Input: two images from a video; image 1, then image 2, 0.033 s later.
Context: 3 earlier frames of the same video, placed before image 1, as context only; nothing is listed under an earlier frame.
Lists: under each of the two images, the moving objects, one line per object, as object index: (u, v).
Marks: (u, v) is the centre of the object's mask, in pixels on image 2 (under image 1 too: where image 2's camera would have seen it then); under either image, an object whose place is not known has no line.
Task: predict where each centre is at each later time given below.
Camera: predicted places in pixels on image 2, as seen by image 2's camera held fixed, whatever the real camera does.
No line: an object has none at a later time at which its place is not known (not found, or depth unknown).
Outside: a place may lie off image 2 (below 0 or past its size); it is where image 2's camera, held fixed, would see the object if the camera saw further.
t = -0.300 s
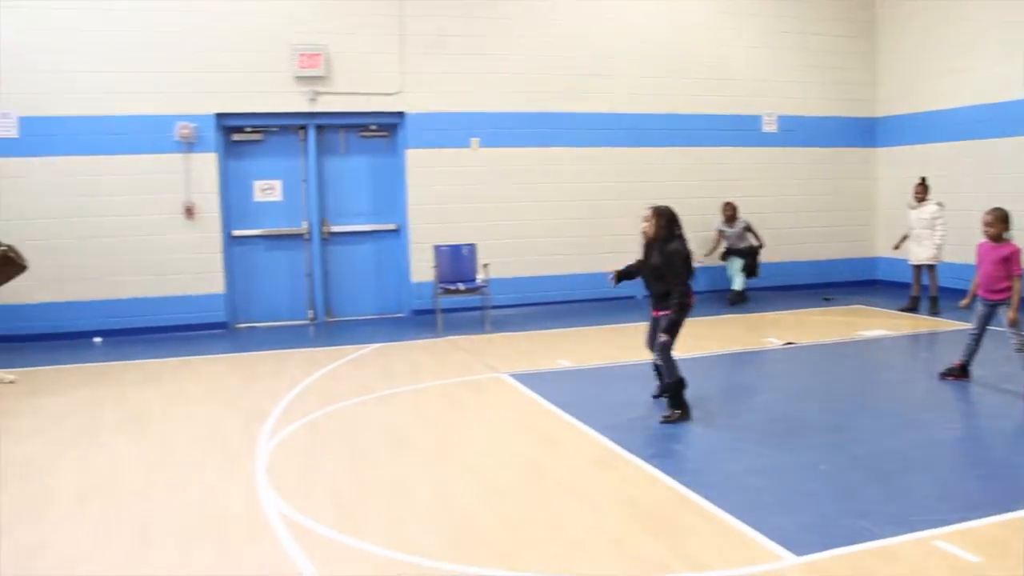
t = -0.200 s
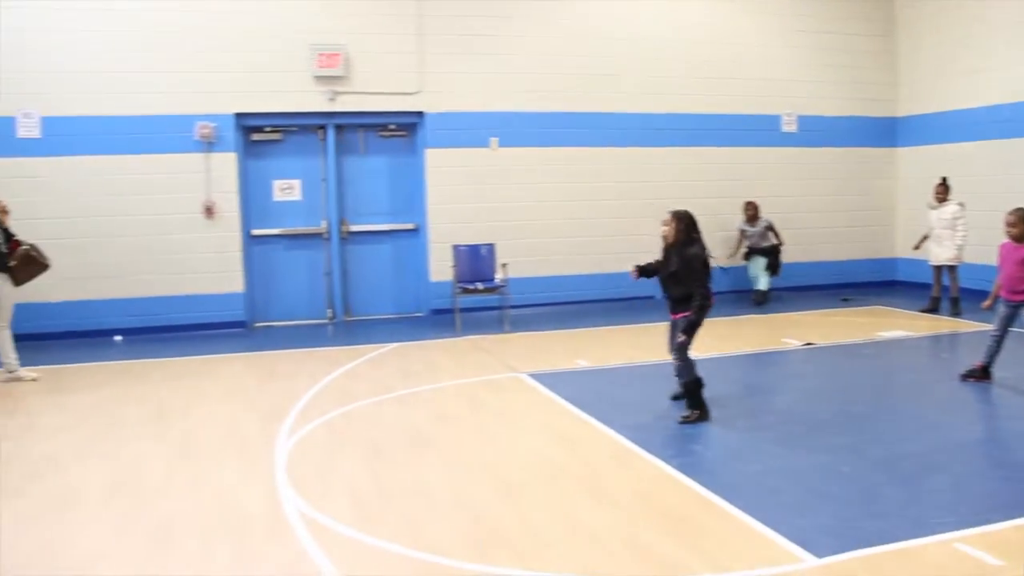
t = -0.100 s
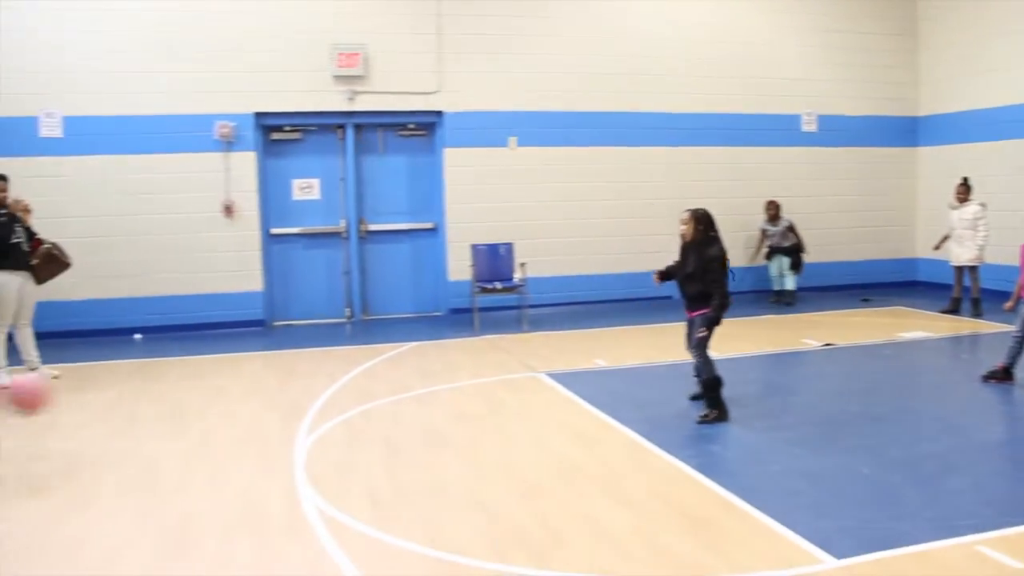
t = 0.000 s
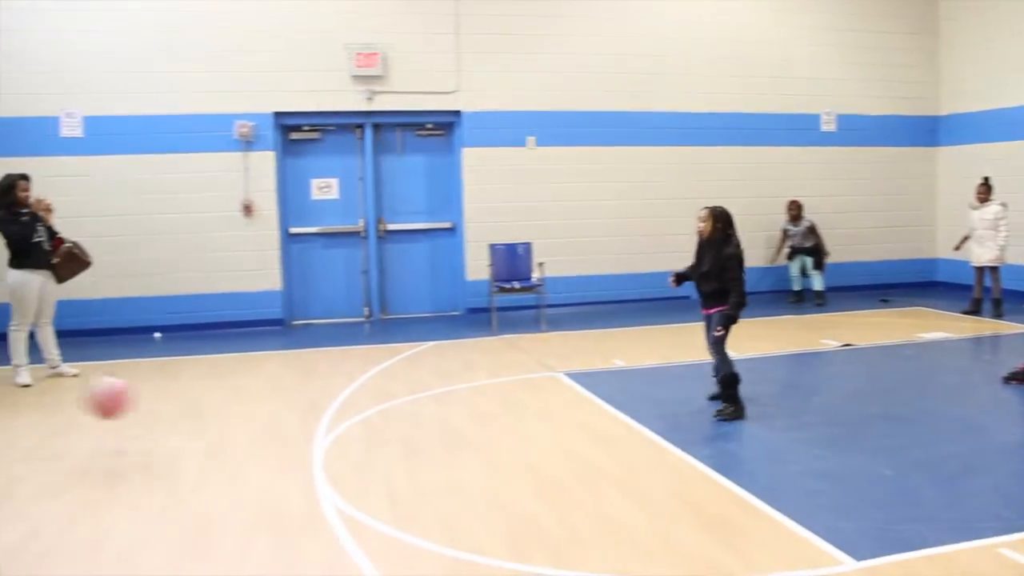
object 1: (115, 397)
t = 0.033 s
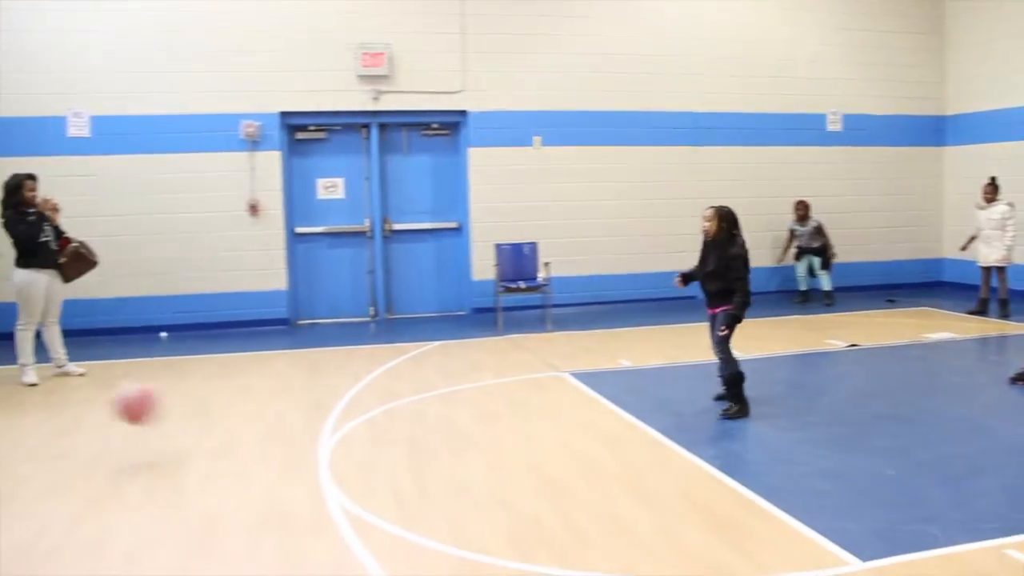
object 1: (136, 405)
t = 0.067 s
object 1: (155, 412)
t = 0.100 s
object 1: (177, 421)
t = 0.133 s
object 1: (201, 436)
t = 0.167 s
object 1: (215, 435)
